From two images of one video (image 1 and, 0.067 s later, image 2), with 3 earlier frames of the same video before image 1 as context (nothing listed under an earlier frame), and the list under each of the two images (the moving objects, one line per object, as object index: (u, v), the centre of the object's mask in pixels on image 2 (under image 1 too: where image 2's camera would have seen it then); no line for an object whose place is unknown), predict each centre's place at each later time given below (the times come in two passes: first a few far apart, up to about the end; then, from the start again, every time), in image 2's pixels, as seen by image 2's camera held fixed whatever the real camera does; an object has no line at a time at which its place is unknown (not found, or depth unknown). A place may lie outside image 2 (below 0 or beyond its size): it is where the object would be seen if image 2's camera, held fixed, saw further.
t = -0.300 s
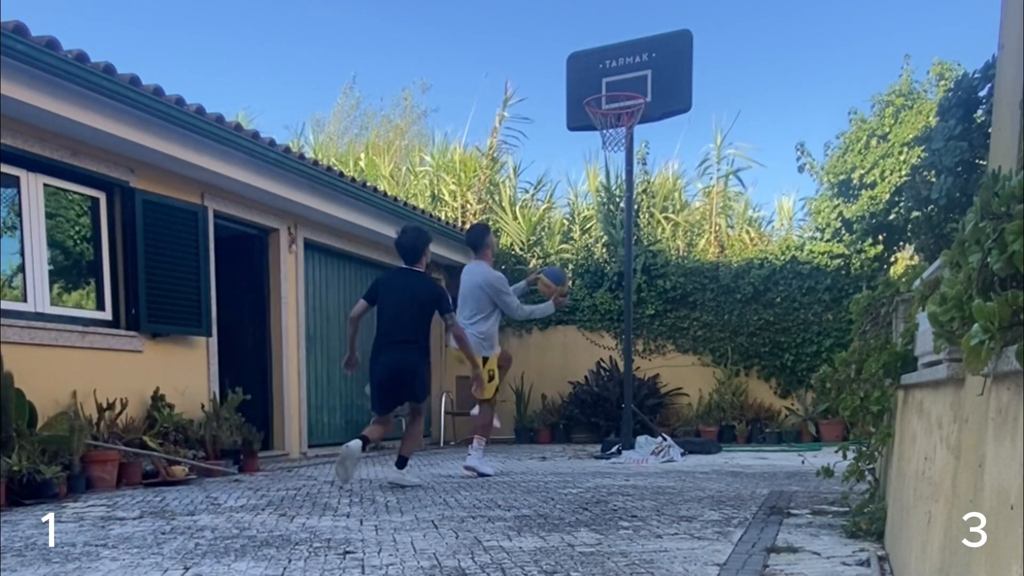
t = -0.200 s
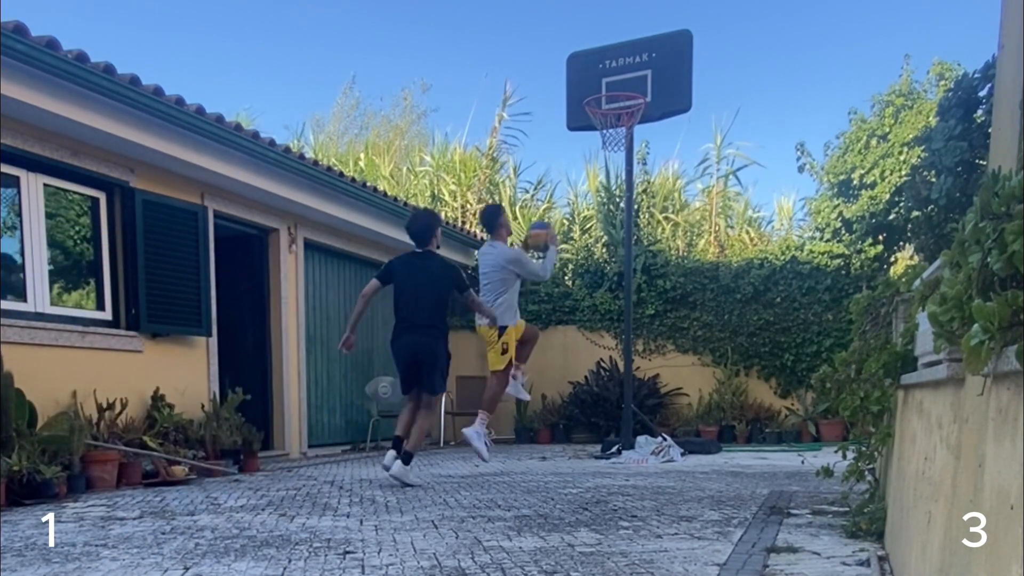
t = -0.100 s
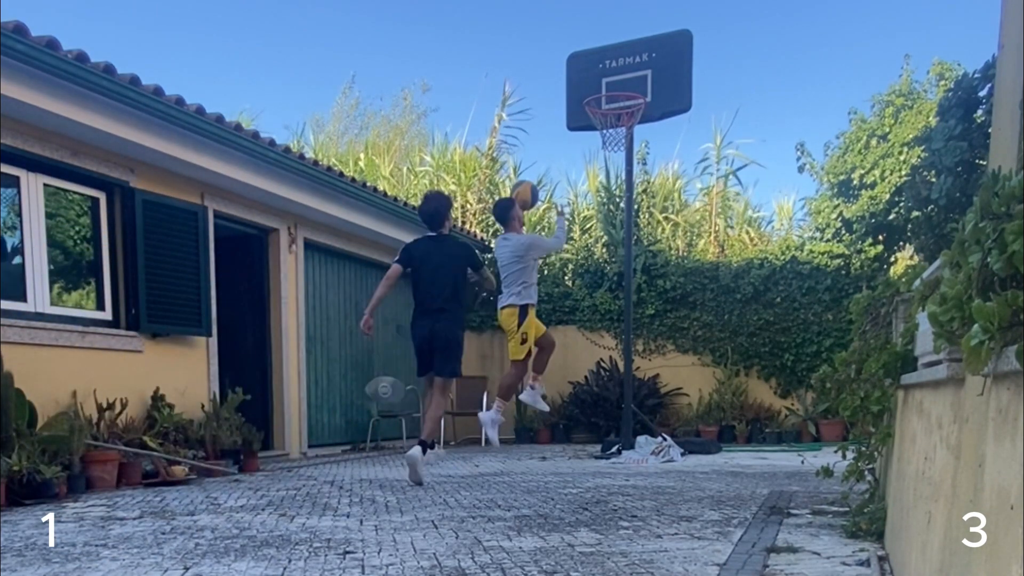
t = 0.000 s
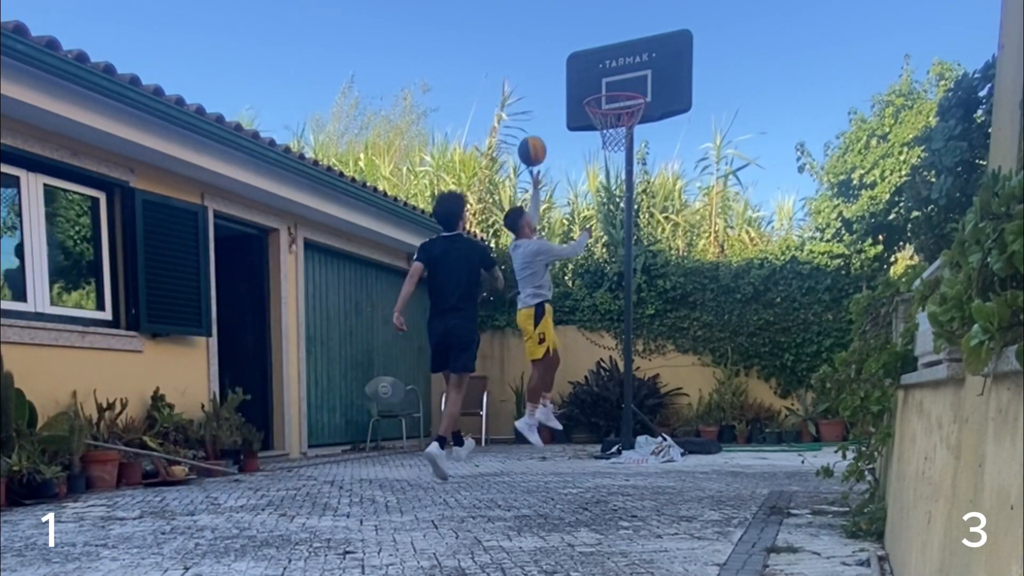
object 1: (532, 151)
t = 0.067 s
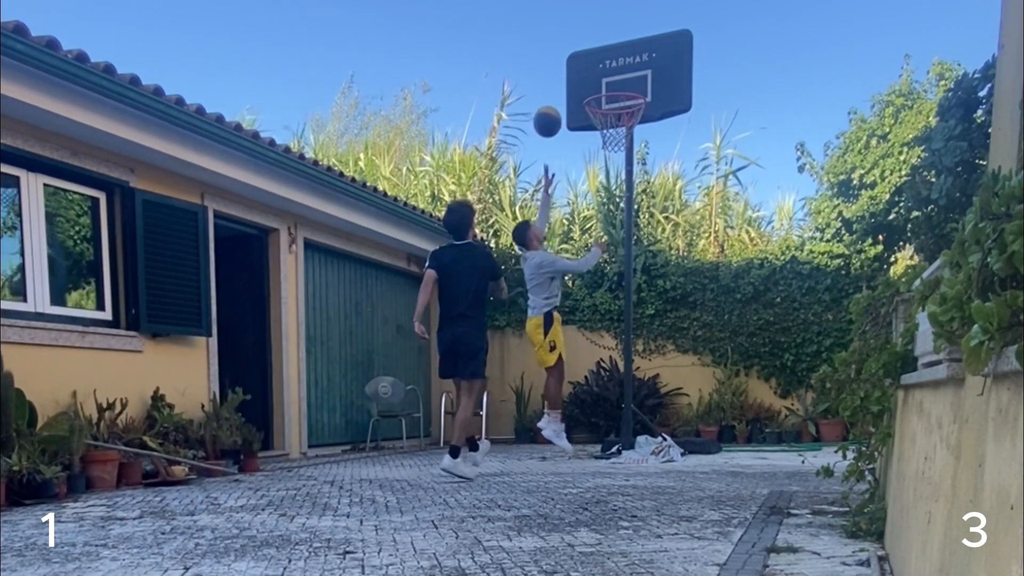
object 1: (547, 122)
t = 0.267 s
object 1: (584, 69)
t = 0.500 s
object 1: (607, 77)
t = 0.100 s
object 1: (555, 109)
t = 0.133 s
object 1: (562, 99)
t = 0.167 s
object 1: (570, 89)
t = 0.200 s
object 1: (577, 80)
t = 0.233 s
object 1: (583, 74)
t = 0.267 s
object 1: (584, 69)
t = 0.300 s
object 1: (589, 65)
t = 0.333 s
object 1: (594, 63)
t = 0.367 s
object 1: (595, 63)
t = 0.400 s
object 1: (599, 64)
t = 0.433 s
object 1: (601, 68)
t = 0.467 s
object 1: (604, 72)
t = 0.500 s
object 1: (607, 77)
